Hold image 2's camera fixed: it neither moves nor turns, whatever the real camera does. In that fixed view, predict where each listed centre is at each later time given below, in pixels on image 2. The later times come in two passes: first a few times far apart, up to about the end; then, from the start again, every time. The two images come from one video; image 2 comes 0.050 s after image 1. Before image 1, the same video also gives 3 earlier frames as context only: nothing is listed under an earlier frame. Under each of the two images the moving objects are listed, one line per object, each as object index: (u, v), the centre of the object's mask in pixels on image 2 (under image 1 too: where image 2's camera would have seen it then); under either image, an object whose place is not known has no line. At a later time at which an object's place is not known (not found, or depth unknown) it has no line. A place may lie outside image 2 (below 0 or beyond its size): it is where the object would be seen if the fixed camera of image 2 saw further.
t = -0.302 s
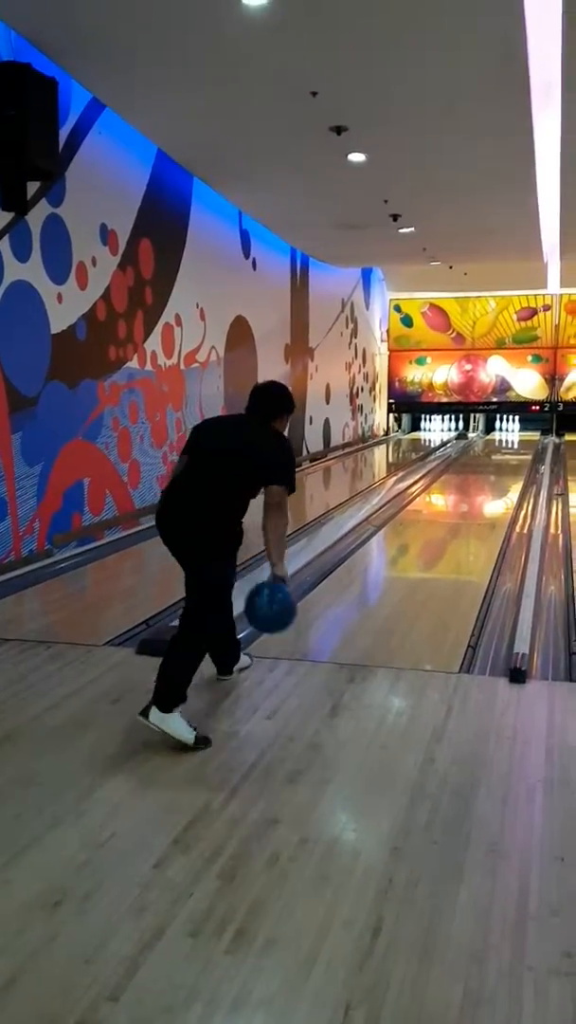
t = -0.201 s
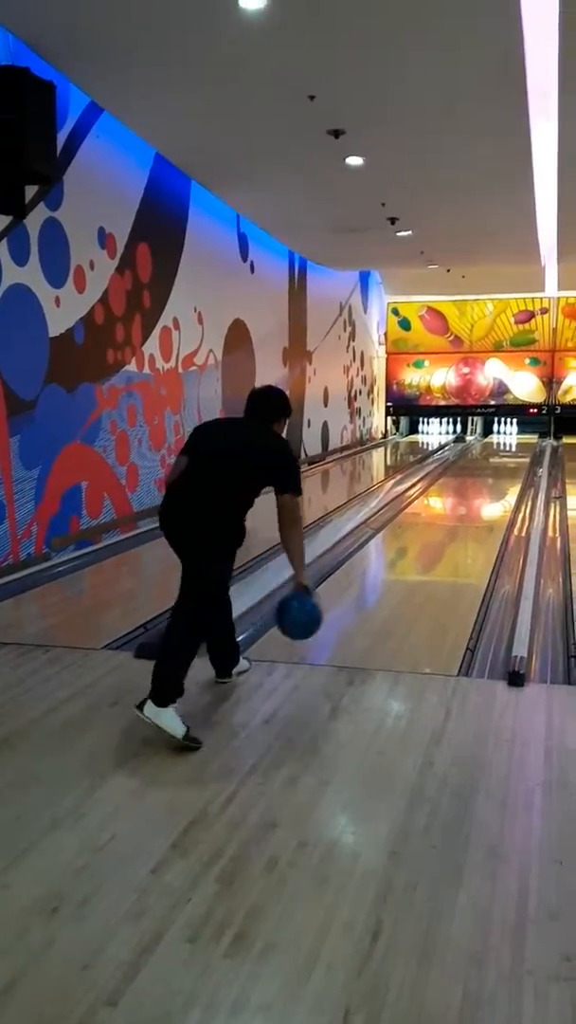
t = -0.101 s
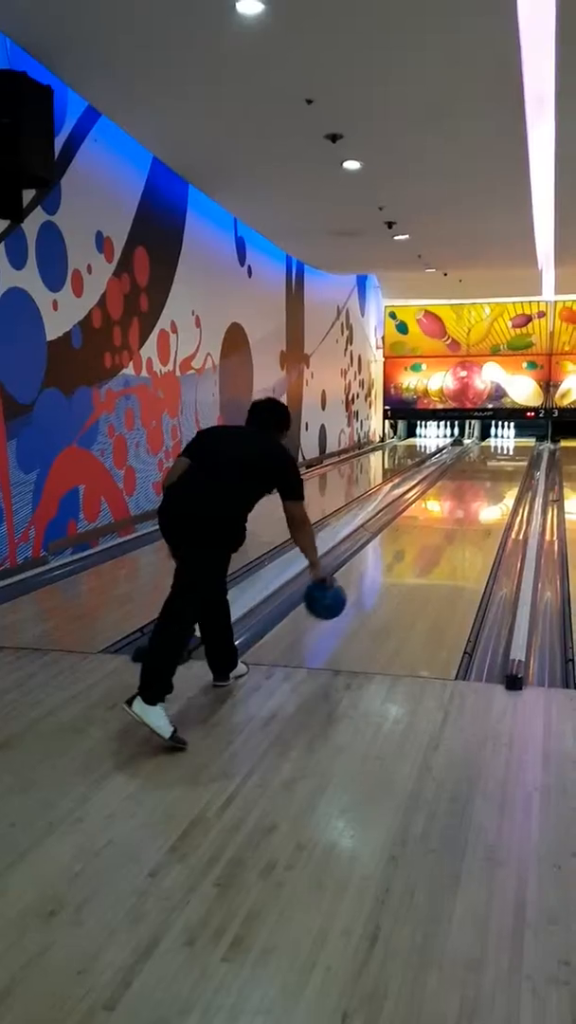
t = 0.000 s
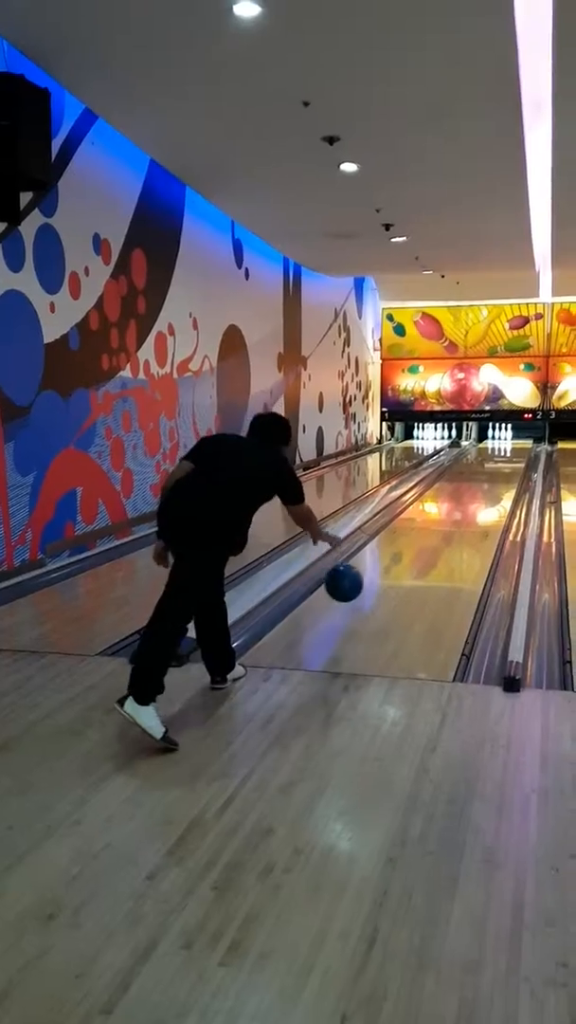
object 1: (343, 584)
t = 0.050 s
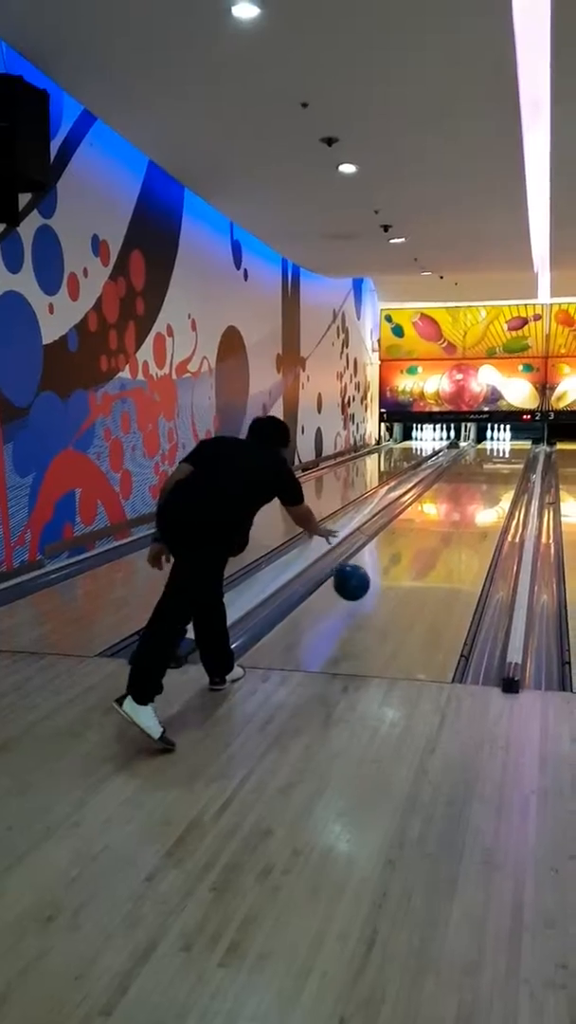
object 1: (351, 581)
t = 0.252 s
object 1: (380, 569)
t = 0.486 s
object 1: (403, 542)
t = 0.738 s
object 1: (421, 519)
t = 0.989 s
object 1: (435, 503)
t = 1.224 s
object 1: (444, 491)
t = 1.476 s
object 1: (452, 482)
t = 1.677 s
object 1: (456, 475)
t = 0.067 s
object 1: (354, 582)
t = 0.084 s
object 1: (357, 583)
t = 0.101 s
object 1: (360, 585)
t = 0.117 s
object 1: (362, 586)
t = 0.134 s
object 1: (365, 587)
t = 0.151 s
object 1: (367, 584)
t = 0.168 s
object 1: (369, 580)
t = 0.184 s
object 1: (372, 577)
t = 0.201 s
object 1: (374, 574)
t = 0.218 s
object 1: (376, 572)
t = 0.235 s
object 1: (378, 570)
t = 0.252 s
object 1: (380, 569)
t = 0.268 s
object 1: (382, 567)
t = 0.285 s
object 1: (384, 565)
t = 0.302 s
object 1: (386, 563)
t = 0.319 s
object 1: (388, 561)
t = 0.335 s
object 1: (389, 558)
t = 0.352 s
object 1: (391, 556)
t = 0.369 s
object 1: (393, 555)
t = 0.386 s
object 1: (394, 553)
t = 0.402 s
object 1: (396, 550)
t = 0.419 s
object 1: (398, 549)
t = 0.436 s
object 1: (399, 547)
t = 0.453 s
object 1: (400, 545)
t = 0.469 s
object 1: (402, 543)
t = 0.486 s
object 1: (403, 542)
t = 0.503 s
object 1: (405, 540)
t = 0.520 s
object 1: (406, 538)
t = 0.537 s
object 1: (407, 537)
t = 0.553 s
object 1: (409, 535)
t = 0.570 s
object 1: (410, 534)
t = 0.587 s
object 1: (411, 532)
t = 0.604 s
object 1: (413, 530)
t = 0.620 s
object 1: (414, 529)
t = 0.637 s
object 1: (415, 528)
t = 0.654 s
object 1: (416, 526)
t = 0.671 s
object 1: (417, 525)
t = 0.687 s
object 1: (418, 523)
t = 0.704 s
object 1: (419, 522)
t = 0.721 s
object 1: (420, 521)
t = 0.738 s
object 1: (421, 519)
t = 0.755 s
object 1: (422, 518)
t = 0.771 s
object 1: (424, 517)
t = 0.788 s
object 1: (424, 516)
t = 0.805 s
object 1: (425, 514)
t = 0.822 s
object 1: (426, 513)
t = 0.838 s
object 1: (427, 512)
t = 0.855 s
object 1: (428, 511)
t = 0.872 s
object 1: (429, 510)
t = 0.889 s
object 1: (430, 509)
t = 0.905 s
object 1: (431, 508)
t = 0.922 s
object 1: (432, 507)
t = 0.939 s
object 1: (432, 506)
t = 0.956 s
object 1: (433, 504)
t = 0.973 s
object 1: (434, 503)
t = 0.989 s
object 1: (435, 503)
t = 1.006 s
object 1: (436, 502)
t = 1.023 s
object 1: (436, 501)
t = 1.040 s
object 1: (437, 500)
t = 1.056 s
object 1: (438, 499)
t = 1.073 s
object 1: (439, 498)
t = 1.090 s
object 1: (439, 497)
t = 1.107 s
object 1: (440, 496)
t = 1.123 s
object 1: (441, 495)
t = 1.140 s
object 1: (441, 495)
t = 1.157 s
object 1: (442, 494)
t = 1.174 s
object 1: (443, 493)
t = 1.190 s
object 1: (443, 492)
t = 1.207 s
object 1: (444, 492)
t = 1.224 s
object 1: (444, 491)
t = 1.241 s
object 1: (445, 490)
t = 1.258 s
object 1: (445, 490)
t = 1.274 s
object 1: (446, 489)
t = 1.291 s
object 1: (446, 489)
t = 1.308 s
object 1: (447, 488)
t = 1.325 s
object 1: (448, 487)
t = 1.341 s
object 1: (448, 487)
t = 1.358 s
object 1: (449, 486)
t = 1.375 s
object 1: (449, 485)
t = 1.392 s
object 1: (450, 485)
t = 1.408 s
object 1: (450, 484)
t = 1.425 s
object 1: (450, 483)
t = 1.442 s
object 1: (451, 483)
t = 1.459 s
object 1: (452, 482)
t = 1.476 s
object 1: (452, 482)
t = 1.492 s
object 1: (452, 481)
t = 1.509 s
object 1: (453, 480)
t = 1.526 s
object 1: (453, 480)
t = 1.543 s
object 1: (453, 479)
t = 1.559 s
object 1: (454, 479)
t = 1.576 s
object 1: (455, 478)
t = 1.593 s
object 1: (455, 478)
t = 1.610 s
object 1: (455, 477)
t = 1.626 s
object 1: (455, 477)
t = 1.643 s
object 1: (456, 476)
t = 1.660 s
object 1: (456, 476)
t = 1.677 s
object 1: (456, 475)
